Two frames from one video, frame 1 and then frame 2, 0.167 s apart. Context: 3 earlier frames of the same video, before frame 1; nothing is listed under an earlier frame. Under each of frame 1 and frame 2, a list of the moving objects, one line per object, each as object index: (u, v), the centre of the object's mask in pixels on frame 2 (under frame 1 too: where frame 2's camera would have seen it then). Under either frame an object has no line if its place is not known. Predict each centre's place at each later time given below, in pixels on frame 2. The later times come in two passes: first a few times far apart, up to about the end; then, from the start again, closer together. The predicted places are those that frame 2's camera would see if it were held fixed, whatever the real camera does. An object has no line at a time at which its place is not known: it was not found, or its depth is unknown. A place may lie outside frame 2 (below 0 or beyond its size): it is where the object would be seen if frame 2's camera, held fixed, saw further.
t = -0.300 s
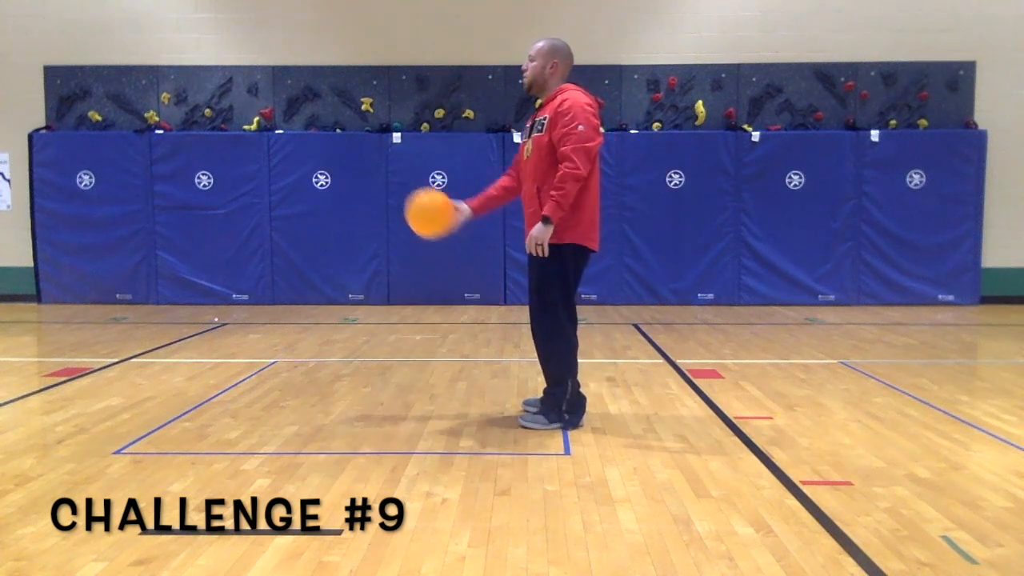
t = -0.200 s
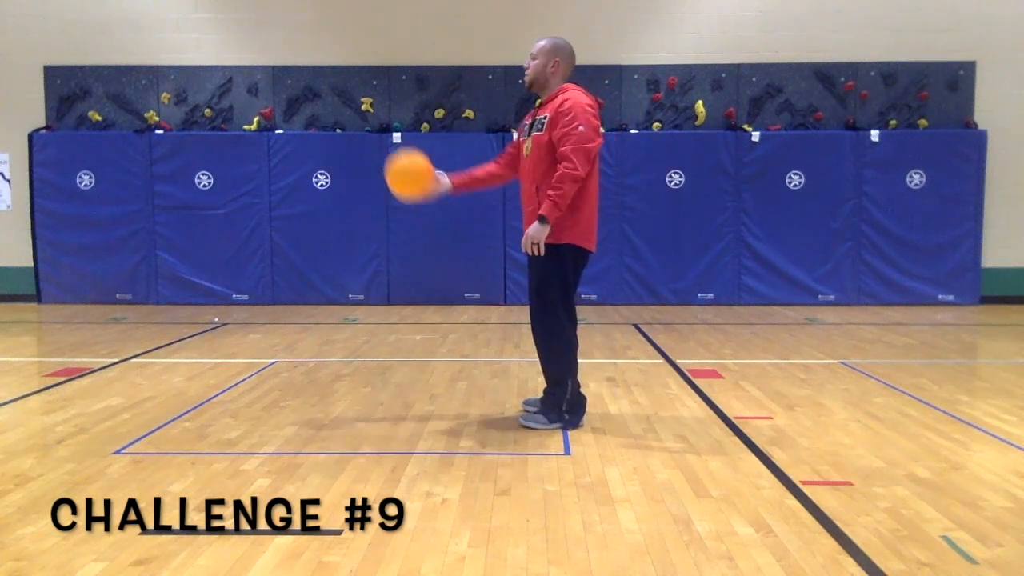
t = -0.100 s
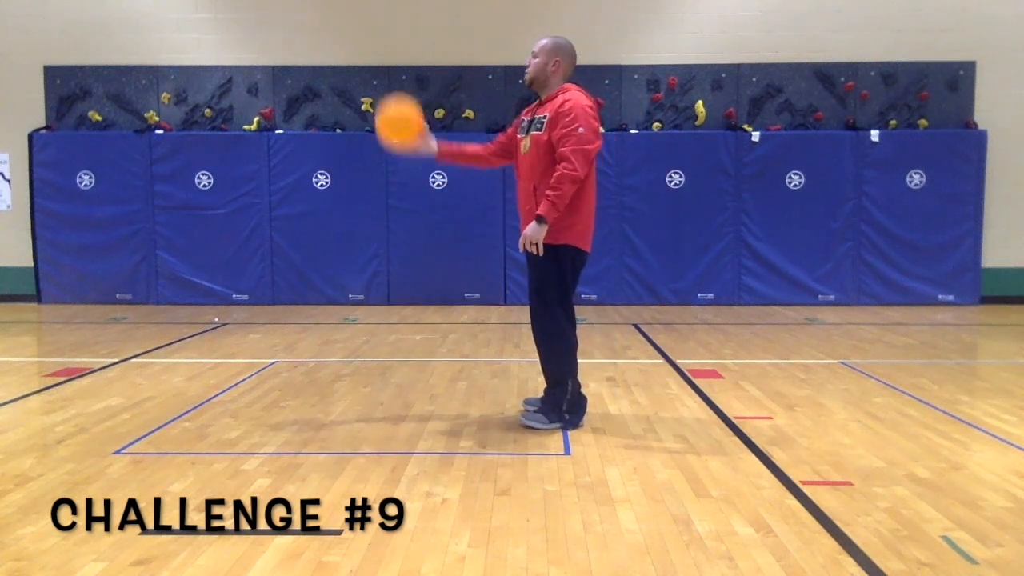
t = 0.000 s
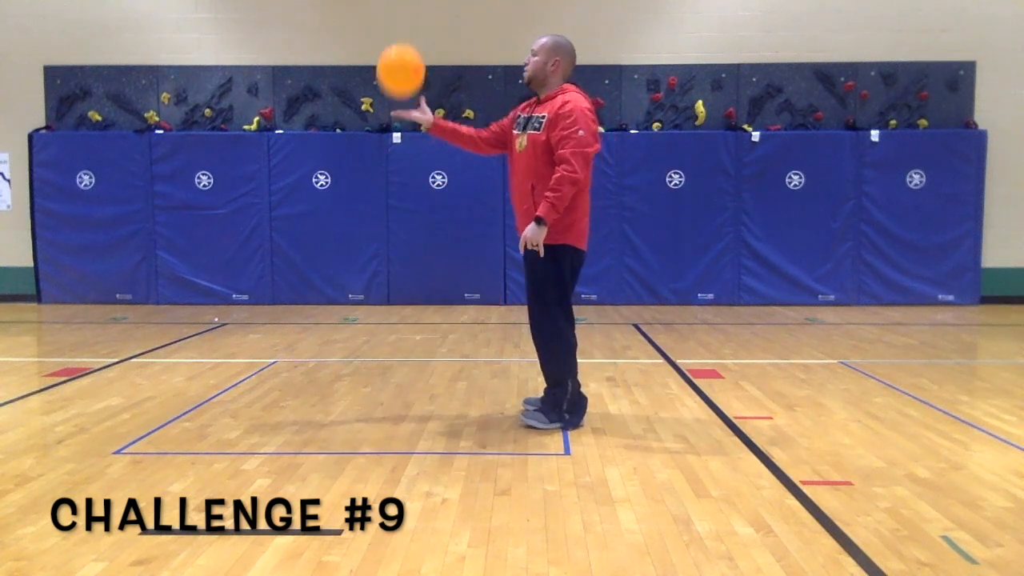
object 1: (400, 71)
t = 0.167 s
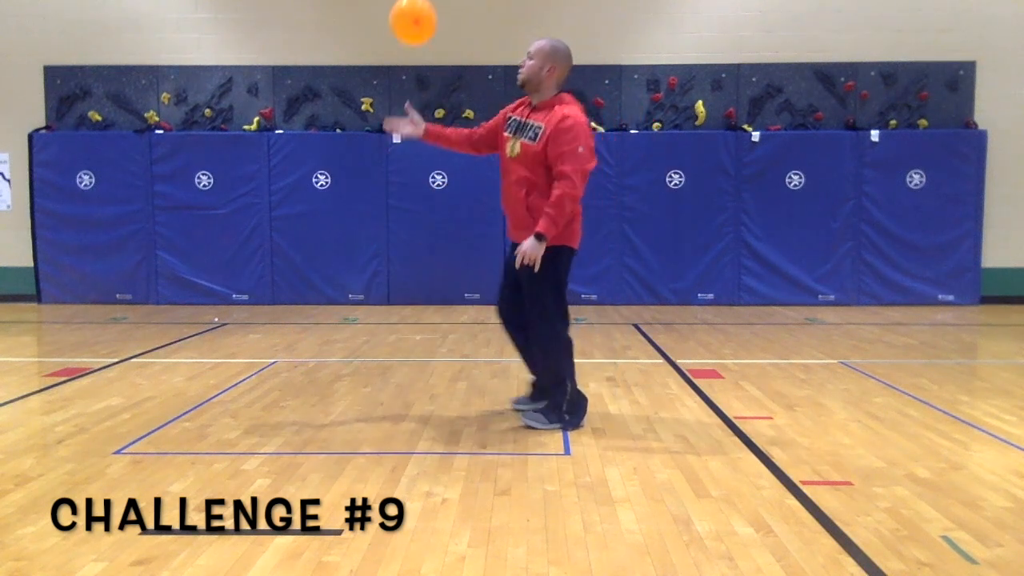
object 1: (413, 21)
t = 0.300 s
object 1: (423, 12)
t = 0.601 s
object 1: (432, 8)
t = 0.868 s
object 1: (435, 15)
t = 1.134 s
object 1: (435, 48)
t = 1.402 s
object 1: (439, 105)
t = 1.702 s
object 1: (455, 180)
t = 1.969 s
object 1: (474, 249)
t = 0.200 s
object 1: (416, 18)
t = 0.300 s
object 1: (423, 12)
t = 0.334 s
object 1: (425, 10)
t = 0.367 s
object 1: (427, 9)
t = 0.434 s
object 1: (429, 8)
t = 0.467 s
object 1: (430, 7)
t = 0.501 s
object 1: (431, 7)
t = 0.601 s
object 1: (432, 8)
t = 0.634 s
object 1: (433, 8)
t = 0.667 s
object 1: (434, 9)
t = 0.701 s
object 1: (434, 10)
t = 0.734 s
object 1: (435, 11)
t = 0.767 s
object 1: (435, 12)
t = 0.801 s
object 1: (435, 13)
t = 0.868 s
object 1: (435, 15)
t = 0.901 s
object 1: (435, 17)
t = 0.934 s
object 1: (435, 19)
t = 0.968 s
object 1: (435, 22)
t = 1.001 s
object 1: (435, 25)
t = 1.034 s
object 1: (435, 30)
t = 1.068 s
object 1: (435, 35)
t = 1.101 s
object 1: (435, 42)
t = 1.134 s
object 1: (435, 48)
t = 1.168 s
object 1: (435, 54)
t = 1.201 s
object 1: (436, 61)
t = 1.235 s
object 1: (436, 68)
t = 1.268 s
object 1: (437, 76)
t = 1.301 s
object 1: (437, 83)
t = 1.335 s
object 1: (437, 90)
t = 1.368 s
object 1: (438, 98)
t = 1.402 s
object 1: (439, 105)
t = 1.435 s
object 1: (440, 114)
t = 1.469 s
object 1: (441, 122)
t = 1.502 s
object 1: (442, 130)
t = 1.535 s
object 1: (444, 139)
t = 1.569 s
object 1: (446, 147)
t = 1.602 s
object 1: (448, 155)
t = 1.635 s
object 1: (450, 163)
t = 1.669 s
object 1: (453, 172)
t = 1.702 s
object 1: (455, 180)
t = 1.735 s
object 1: (458, 189)
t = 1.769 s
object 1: (460, 198)
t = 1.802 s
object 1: (462, 206)
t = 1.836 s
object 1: (465, 214)
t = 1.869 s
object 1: (467, 223)
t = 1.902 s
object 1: (470, 232)
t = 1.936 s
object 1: (472, 240)
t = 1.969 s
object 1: (474, 249)
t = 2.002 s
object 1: (476, 258)
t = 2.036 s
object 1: (478, 267)
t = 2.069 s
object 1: (479, 276)
